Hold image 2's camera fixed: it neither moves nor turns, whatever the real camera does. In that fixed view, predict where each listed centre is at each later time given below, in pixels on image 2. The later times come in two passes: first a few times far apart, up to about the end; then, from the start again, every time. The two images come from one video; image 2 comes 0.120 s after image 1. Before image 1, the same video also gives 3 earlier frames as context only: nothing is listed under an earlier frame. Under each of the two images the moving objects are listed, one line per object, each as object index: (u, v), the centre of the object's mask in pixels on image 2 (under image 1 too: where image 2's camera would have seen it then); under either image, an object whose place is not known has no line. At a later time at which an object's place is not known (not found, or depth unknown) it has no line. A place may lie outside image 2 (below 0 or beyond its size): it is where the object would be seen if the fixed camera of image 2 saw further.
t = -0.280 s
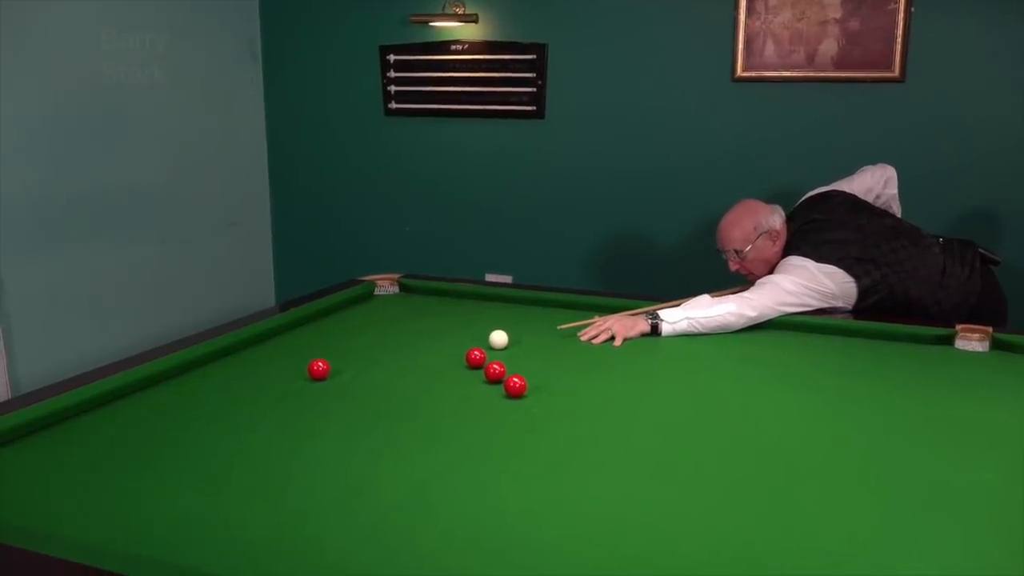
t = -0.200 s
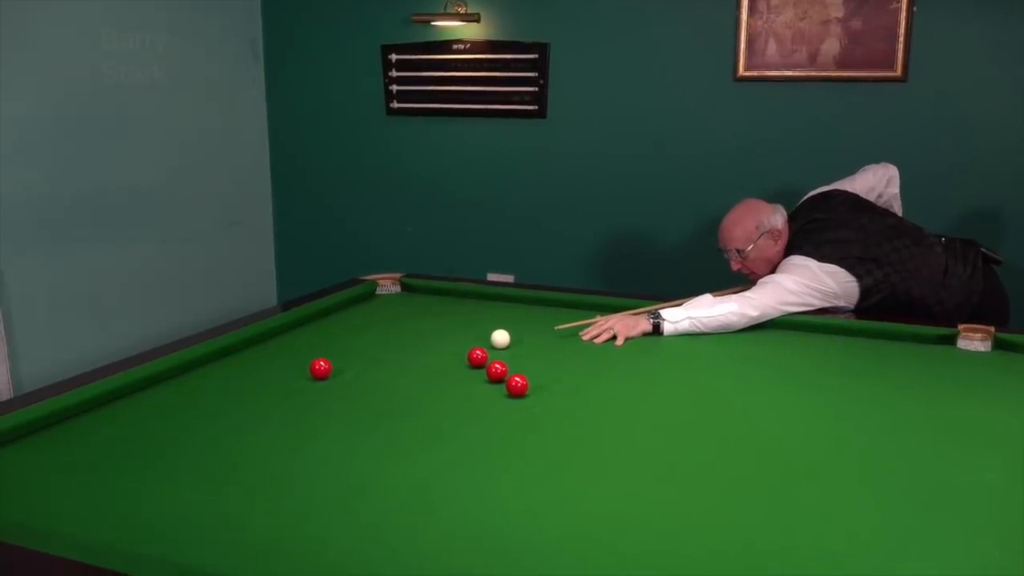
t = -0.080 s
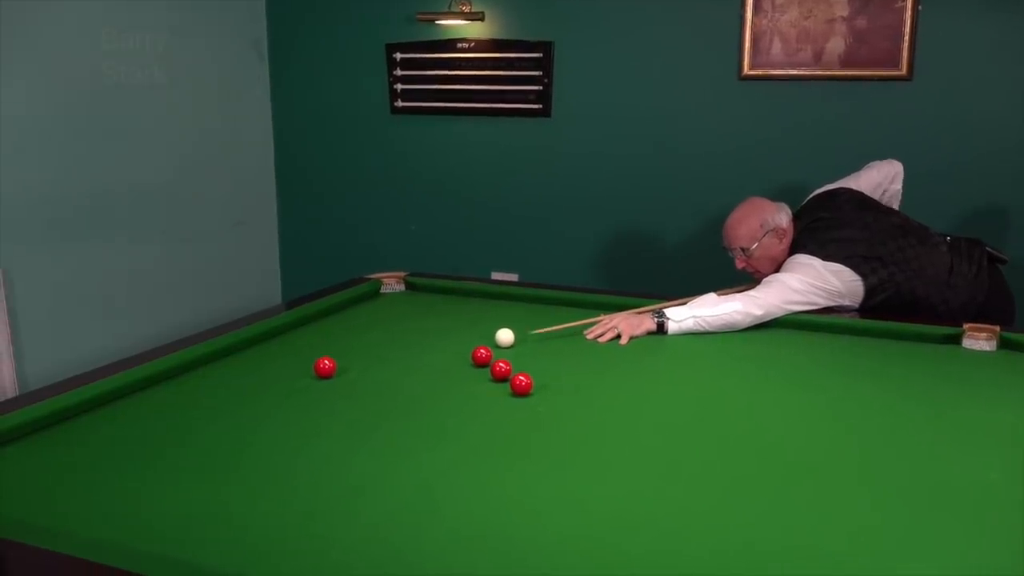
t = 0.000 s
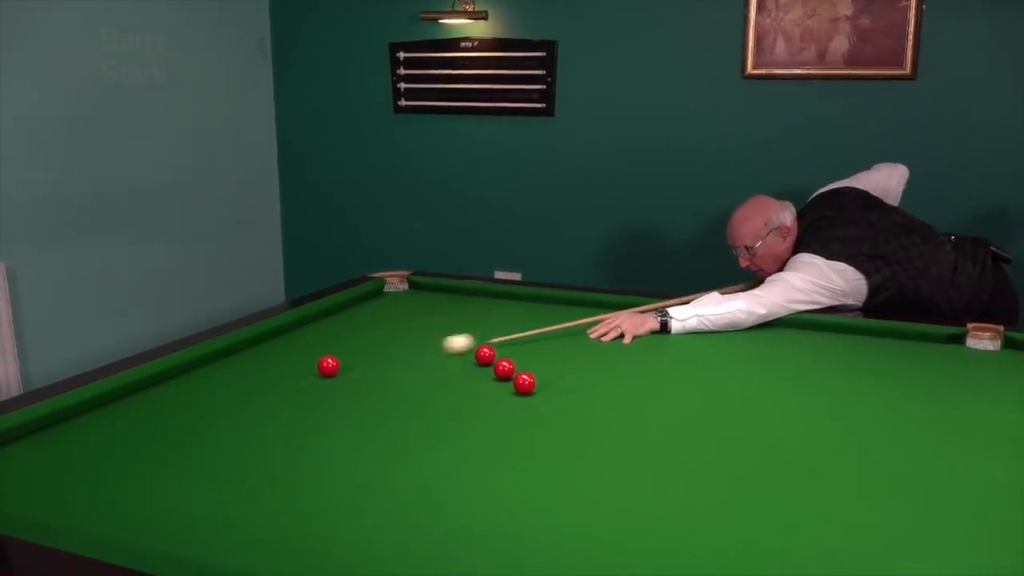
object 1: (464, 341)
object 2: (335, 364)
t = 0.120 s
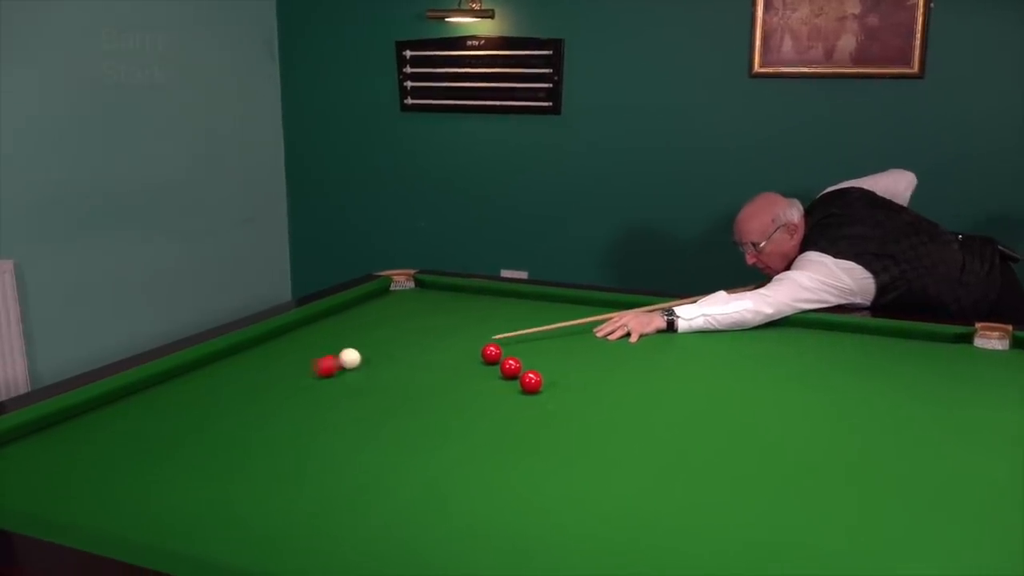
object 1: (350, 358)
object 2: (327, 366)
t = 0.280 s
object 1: (320, 351)
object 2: (190, 402)
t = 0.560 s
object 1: (277, 341)
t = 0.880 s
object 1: (298, 336)
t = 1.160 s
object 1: (336, 335)
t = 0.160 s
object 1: (341, 356)
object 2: (294, 374)
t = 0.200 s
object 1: (333, 354)
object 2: (259, 384)
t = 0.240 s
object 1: (326, 353)
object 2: (225, 393)
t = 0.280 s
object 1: (320, 351)
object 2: (190, 402)
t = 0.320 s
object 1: (314, 349)
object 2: (154, 411)
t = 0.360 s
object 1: (307, 348)
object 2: (117, 421)
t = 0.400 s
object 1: (301, 346)
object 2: (80, 431)
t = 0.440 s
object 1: (295, 345)
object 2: (42, 440)
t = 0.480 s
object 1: (289, 343)
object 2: (5, 450)
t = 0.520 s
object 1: (283, 342)
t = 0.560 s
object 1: (277, 341)
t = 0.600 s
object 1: (272, 339)
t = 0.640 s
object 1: (266, 338)
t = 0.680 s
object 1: (267, 337)
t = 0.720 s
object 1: (274, 337)
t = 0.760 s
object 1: (280, 337)
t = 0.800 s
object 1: (286, 337)
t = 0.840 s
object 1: (292, 337)
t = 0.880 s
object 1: (298, 336)
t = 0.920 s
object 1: (303, 336)
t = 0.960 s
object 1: (309, 336)
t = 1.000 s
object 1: (315, 336)
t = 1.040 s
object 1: (320, 336)
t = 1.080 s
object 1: (326, 335)
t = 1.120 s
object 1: (331, 335)
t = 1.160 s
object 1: (336, 335)
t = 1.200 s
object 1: (342, 335)
